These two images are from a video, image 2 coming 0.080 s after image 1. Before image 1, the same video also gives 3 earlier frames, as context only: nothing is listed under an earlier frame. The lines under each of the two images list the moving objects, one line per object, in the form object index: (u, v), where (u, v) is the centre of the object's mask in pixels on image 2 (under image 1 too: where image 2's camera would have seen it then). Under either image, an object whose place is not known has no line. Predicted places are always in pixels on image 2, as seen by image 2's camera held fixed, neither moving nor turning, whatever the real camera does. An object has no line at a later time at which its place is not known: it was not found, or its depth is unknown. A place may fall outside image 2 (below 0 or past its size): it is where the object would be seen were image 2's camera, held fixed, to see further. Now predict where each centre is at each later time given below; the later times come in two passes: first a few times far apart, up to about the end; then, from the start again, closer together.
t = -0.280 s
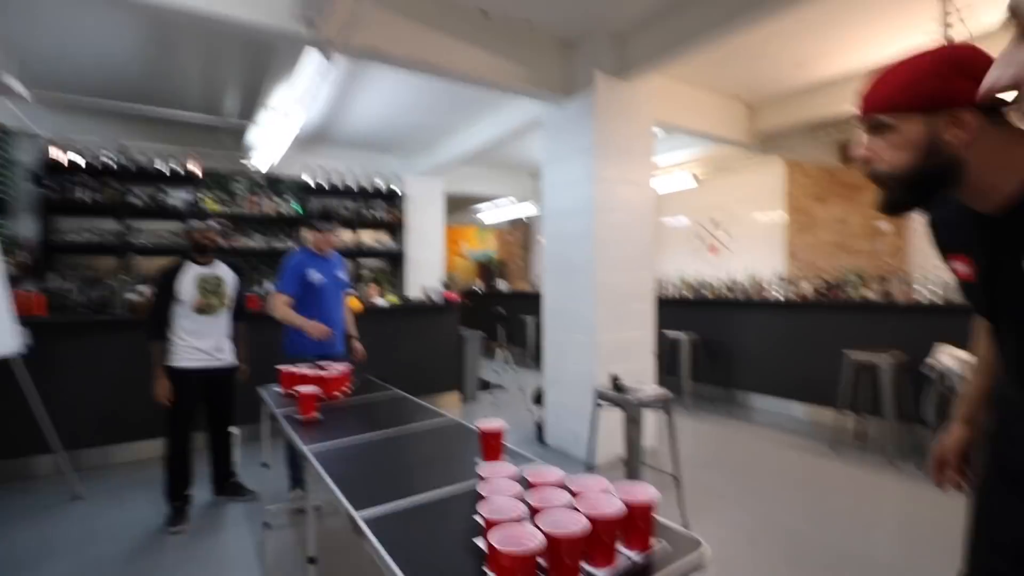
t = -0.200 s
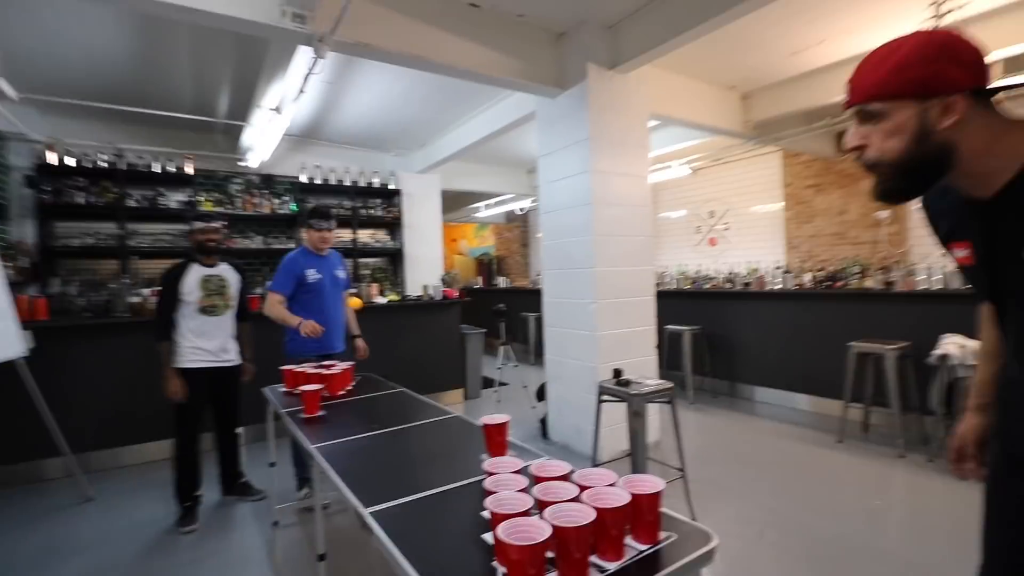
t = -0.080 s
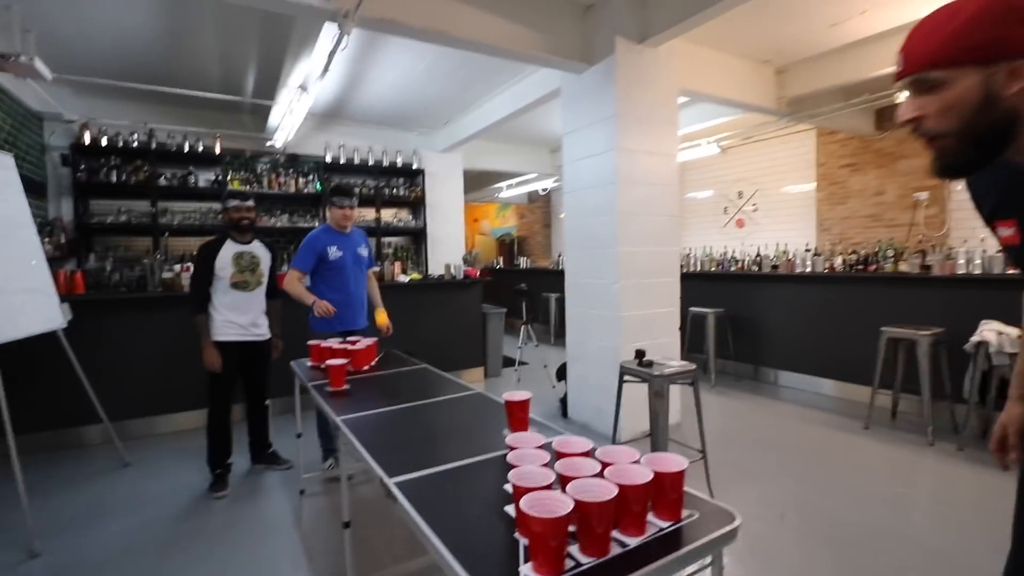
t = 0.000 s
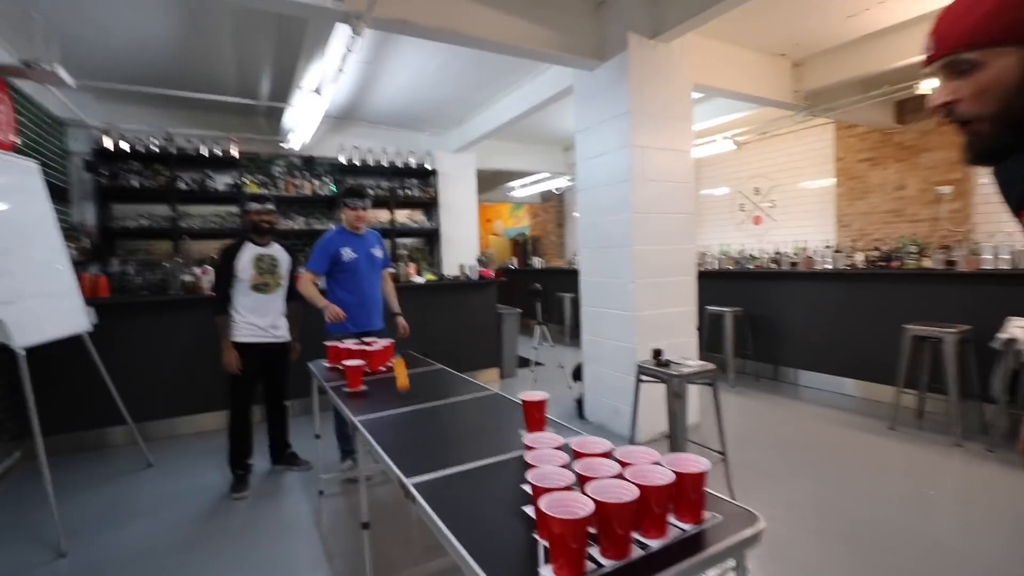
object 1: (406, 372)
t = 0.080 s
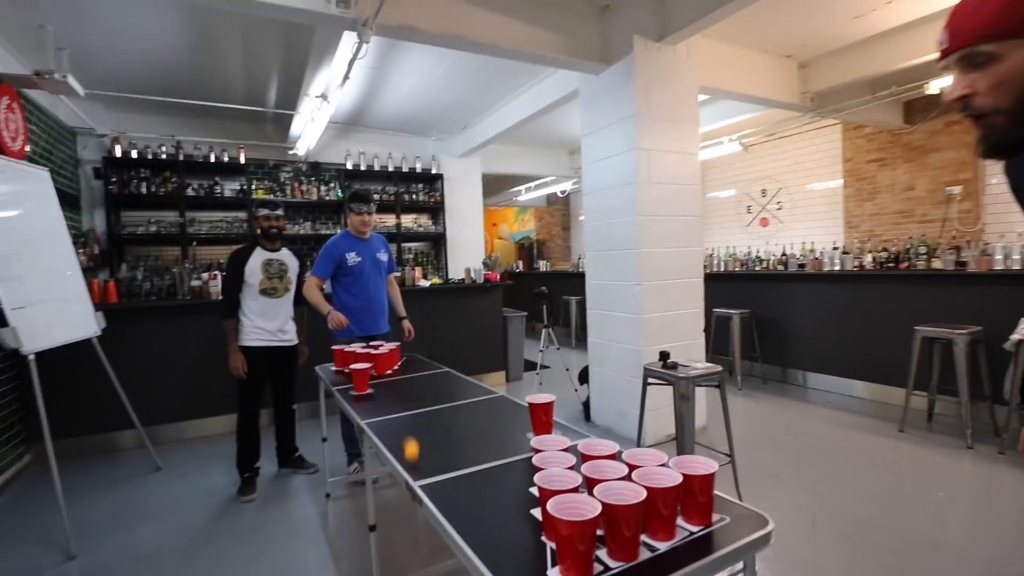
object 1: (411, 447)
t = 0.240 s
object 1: (421, 395)
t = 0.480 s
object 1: (445, 479)
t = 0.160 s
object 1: (416, 411)
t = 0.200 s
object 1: (418, 400)
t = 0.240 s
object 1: (421, 395)
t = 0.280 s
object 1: (424, 393)
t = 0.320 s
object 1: (427, 397)
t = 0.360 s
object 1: (430, 404)
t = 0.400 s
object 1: (434, 420)
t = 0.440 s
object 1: (440, 446)
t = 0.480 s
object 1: (445, 479)
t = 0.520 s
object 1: (452, 490)
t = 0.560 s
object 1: (455, 471)
